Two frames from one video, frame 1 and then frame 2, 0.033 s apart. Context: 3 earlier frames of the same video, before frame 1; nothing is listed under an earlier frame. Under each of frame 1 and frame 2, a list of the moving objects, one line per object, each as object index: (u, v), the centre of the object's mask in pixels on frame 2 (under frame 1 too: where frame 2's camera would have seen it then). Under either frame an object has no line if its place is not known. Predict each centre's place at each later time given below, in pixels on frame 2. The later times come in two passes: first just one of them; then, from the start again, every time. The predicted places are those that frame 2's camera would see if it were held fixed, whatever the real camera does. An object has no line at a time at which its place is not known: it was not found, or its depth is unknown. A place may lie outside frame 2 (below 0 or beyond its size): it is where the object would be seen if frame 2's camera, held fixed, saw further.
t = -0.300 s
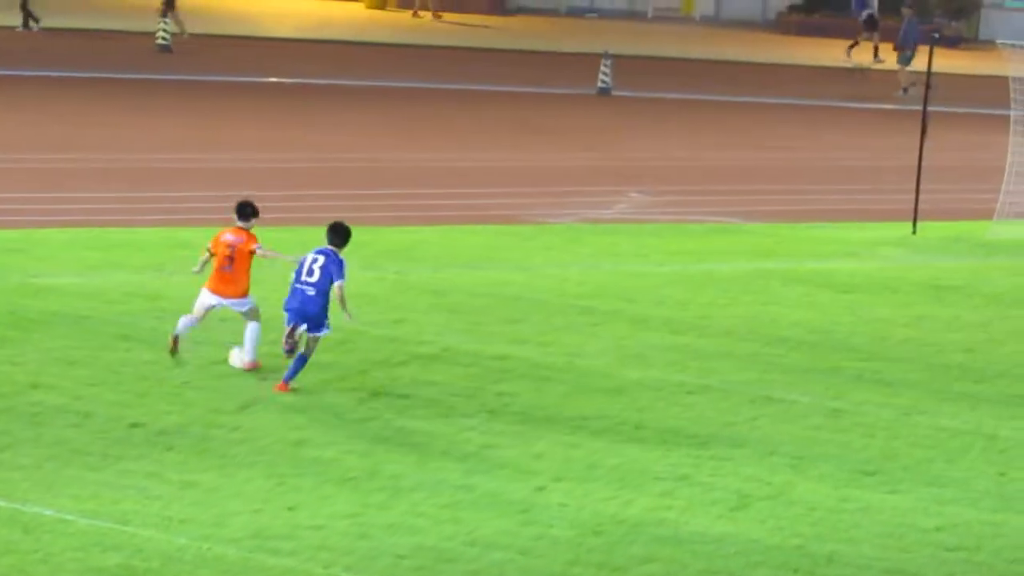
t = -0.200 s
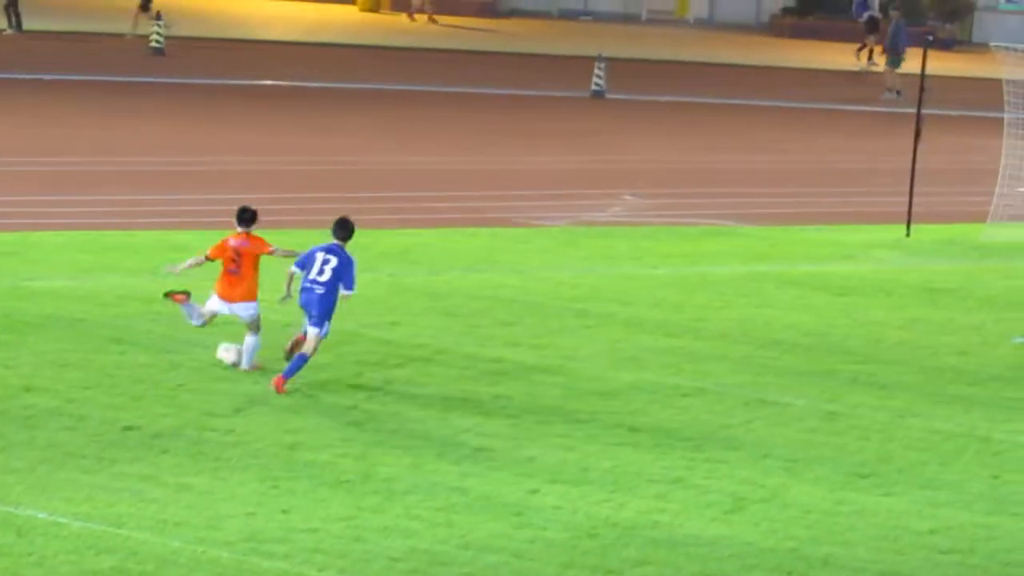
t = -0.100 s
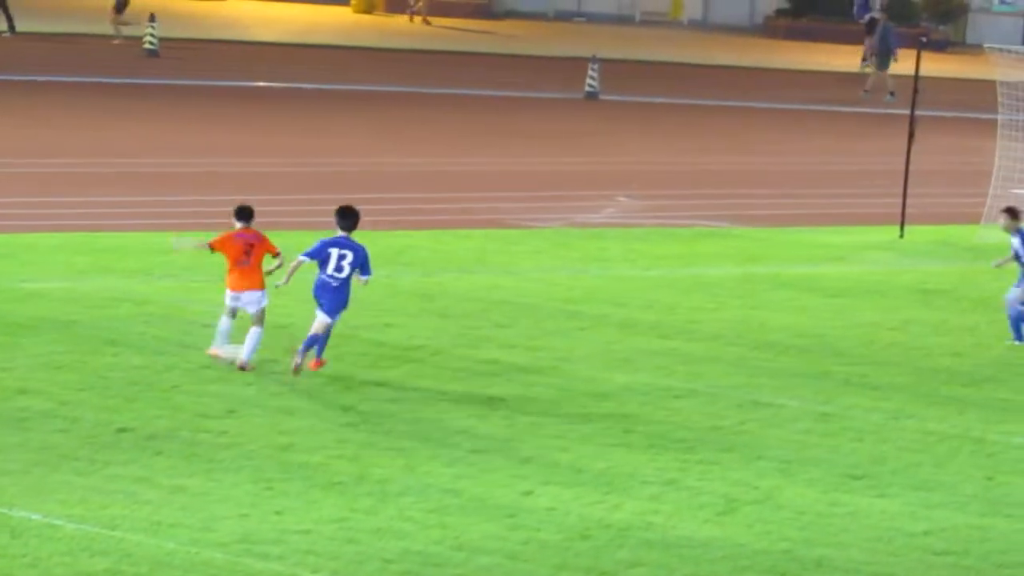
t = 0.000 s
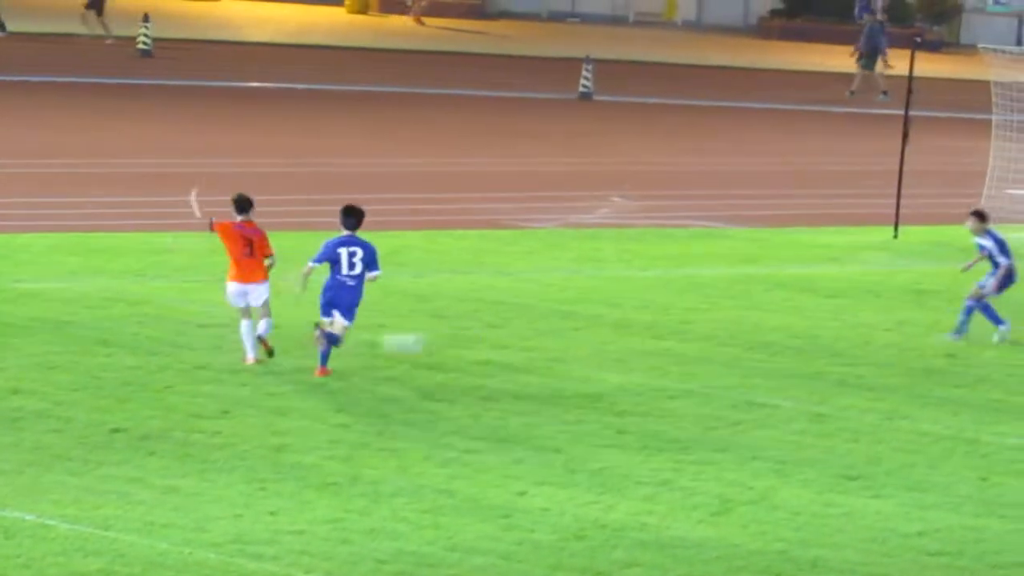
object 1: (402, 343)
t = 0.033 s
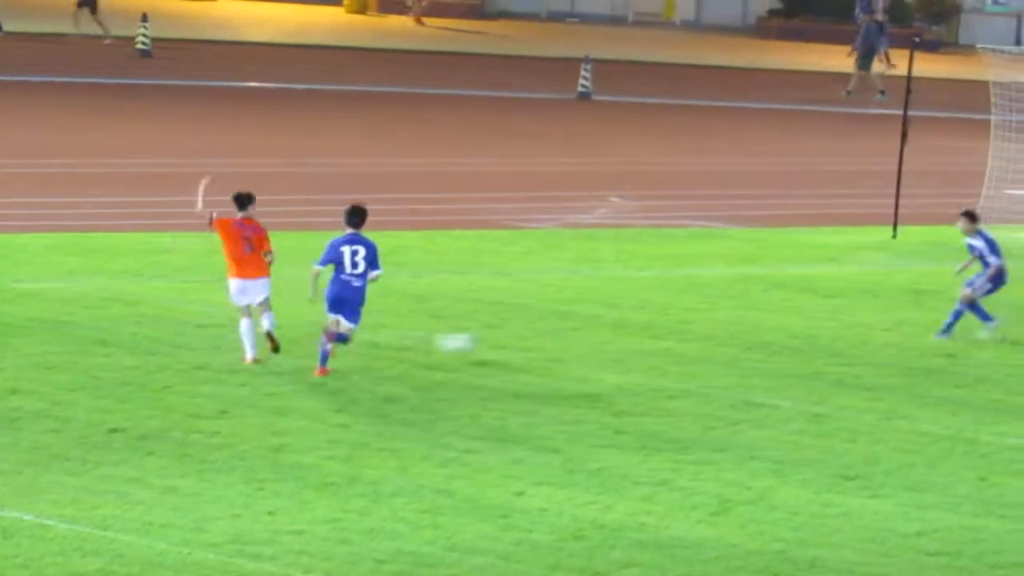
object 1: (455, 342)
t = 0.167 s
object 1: (662, 349)
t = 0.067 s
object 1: (509, 341)
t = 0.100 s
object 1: (565, 342)
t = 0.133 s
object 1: (616, 344)
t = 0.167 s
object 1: (662, 349)
